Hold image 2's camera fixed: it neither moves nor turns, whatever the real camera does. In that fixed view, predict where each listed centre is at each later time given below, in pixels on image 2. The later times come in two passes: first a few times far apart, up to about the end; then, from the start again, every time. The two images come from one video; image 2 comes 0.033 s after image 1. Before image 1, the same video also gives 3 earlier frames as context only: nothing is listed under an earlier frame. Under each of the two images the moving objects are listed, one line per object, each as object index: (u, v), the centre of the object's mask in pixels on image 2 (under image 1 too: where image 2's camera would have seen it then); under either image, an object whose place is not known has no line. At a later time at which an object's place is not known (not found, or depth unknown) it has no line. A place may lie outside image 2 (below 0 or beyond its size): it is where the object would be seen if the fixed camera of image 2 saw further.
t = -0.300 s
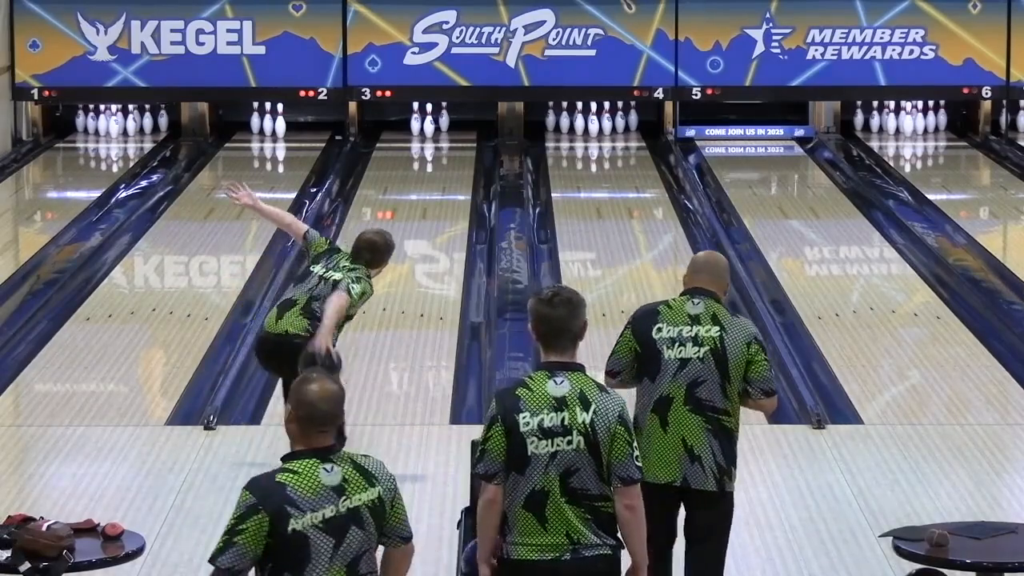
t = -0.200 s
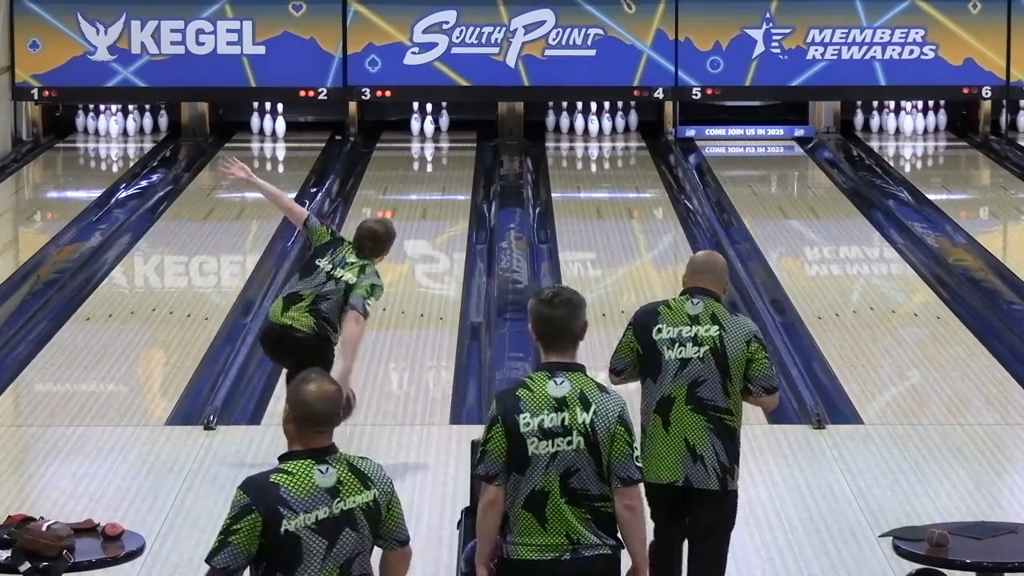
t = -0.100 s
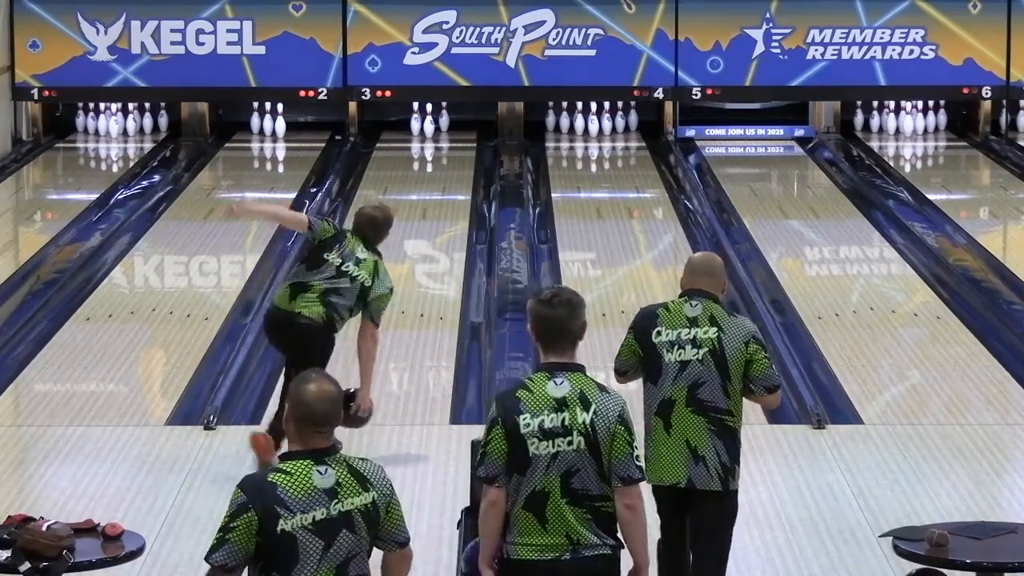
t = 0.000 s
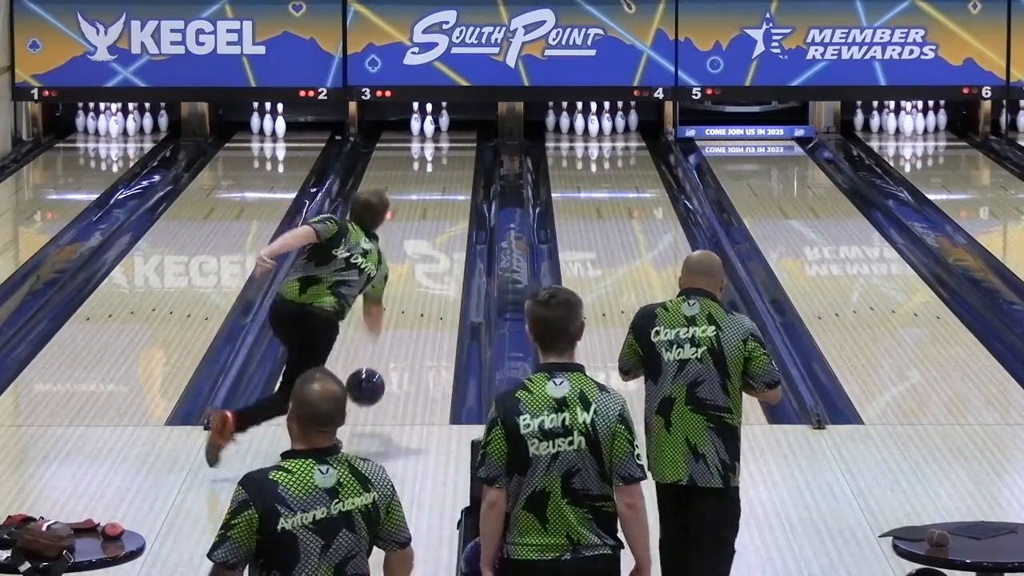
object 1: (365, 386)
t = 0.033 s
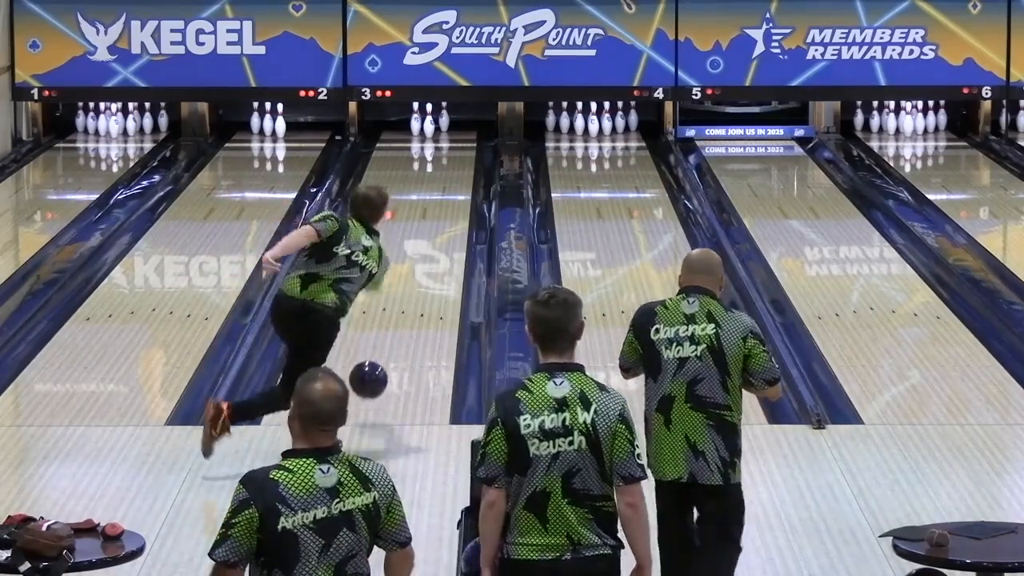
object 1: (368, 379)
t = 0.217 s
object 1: (383, 368)
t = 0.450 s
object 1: (398, 325)
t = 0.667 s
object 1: (409, 291)
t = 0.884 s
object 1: (419, 261)
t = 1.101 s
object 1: (426, 235)
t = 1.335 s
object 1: (433, 211)
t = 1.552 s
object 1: (438, 191)
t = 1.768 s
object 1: (441, 173)
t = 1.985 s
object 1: (440, 157)
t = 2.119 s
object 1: (438, 149)
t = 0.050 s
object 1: (369, 377)
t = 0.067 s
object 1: (371, 374)
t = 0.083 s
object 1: (372, 372)
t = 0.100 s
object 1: (374, 371)
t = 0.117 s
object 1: (375, 370)
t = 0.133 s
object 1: (376, 370)
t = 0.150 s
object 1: (378, 370)
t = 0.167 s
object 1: (379, 371)
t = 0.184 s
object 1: (380, 372)
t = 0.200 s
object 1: (382, 372)
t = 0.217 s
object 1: (383, 368)
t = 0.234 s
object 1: (384, 363)
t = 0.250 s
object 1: (385, 360)
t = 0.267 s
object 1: (386, 357)
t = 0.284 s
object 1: (387, 354)
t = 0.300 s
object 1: (389, 352)
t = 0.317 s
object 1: (390, 349)
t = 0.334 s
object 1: (391, 345)
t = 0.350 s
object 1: (392, 343)
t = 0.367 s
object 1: (393, 340)
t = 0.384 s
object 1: (394, 337)
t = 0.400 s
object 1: (395, 334)
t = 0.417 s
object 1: (396, 331)
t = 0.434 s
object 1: (397, 328)
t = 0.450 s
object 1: (398, 325)
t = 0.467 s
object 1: (399, 323)
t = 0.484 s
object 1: (399, 320)
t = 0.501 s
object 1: (401, 317)
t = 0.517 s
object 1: (402, 314)
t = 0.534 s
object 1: (402, 312)
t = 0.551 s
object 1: (403, 309)
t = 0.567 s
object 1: (404, 306)
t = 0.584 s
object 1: (405, 304)
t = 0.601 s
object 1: (406, 301)
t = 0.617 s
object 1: (407, 299)
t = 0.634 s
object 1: (408, 296)
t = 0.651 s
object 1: (408, 294)
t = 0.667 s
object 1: (409, 291)
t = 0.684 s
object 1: (410, 289)
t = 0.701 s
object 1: (411, 286)
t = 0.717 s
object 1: (412, 284)
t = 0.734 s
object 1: (412, 282)
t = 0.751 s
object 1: (413, 279)
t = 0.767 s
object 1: (414, 277)
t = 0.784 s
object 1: (414, 275)
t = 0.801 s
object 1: (415, 272)
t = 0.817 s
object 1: (416, 270)
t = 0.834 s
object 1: (417, 268)
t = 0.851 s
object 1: (418, 266)
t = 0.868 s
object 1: (418, 264)
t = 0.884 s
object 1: (419, 261)
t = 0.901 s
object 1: (419, 259)
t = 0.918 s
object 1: (420, 257)
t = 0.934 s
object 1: (421, 255)
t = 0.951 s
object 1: (421, 253)
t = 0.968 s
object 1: (422, 251)
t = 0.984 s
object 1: (422, 249)
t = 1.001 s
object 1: (423, 247)
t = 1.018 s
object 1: (424, 245)
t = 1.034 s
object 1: (424, 243)
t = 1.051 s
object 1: (425, 241)
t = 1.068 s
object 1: (425, 239)
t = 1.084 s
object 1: (426, 237)
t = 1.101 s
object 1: (426, 235)
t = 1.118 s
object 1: (427, 234)
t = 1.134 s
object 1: (428, 232)
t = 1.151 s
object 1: (428, 230)
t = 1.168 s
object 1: (428, 228)
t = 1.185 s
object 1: (429, 226)
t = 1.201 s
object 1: (429, 225)
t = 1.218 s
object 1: (430, 223)
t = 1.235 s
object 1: (430, 221)
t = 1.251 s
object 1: (431, 219)
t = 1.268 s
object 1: (431, 218)
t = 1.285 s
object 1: (432, 216)
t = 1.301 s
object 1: (432, 214)
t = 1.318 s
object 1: (433, 212)
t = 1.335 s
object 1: (433, 211)
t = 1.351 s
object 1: (433, 209)
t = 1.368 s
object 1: (434, 207)
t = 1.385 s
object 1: (434, 206)
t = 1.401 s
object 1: (435, 204)
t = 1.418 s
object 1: (435, 203)
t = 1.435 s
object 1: (435, 201)
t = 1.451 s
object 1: (435, 200)
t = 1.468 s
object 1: (436, 198)
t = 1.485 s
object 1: (436, 196)
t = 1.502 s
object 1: (437, 195)
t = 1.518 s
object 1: (437, 194)
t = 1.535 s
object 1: (437, 192)
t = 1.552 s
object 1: (438, 191)
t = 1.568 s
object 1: (438, 189)
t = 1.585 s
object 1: (438, 188)
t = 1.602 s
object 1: (439, 186)
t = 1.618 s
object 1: (439, 185)
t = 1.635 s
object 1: (439, 184)
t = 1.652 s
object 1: (439, 183)
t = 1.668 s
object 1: (440, 181)
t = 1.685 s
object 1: (440, 180)
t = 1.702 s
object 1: (440, 178)
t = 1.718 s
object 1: (441, 177)
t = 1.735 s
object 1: (441, 176)
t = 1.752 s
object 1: (441, 174)
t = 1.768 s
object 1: (441, 173)
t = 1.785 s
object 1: (441, 172)
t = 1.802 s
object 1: (441, 170)
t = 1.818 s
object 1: (441, 169)
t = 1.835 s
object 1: (441, 167)
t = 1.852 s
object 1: (441, 166)
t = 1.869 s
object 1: (442, 165)
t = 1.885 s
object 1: (442, 164)
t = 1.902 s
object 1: (442, 163)
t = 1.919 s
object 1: (441, 162)
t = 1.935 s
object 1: (441, 161)
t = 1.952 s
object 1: (441, 160)
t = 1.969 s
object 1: (441, 158)
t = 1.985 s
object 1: (440, 157)
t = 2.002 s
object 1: (440, 156)
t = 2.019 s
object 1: (440, 155)
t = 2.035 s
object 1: (440, 154)
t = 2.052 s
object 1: (439, 153)
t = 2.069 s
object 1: (439, 152)
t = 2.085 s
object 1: (439, 150)
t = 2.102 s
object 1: (438, 150)
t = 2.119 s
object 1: (438, 149)
